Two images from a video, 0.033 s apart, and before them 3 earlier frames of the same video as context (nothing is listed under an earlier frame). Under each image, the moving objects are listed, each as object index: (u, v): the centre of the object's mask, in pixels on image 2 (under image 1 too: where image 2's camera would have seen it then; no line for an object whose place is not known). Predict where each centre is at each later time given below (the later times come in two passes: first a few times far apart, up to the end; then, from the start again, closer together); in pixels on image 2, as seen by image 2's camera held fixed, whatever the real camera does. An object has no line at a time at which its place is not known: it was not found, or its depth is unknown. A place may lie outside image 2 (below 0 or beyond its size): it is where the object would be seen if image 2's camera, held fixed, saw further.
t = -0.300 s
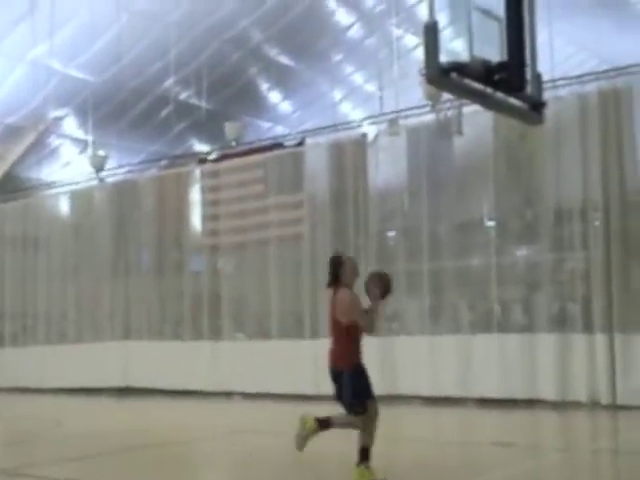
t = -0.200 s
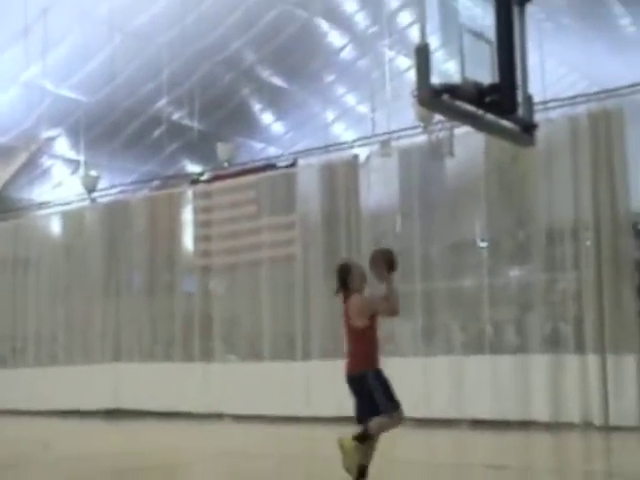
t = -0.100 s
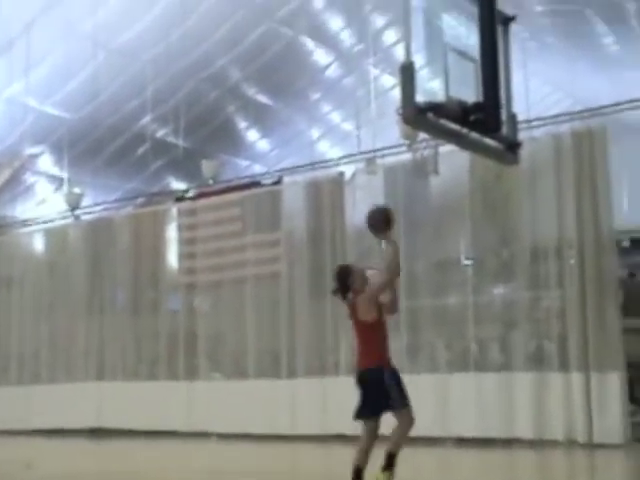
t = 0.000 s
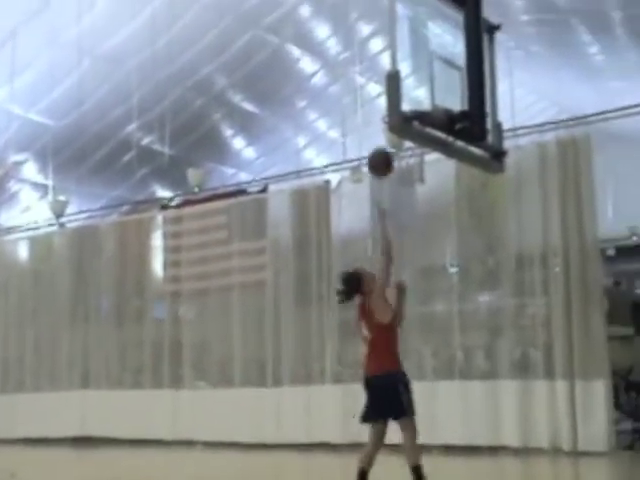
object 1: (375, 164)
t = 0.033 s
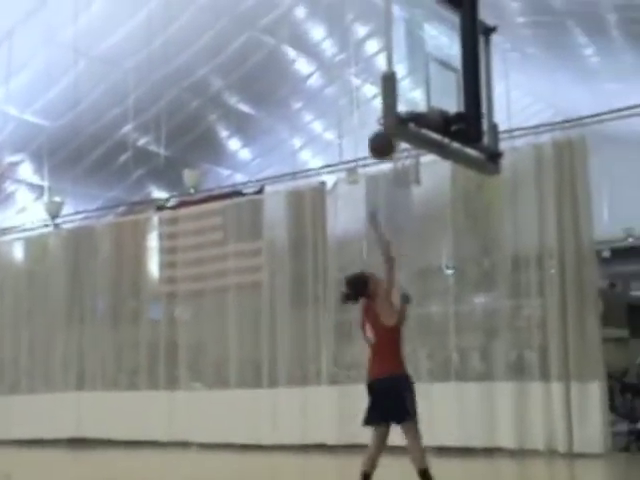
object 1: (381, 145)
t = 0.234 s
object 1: (415, 64)
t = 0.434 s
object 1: (409, 62)
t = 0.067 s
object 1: (383, 129)
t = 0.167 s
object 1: (406, 85)
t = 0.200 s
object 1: (408, 75)
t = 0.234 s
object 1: (415, 64)
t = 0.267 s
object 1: (417, 57)
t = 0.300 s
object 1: (416, 56)
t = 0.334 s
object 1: (413, 56)
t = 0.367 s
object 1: (412, 56)
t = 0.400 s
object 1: (410, 59)
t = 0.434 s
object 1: (409, 62)
